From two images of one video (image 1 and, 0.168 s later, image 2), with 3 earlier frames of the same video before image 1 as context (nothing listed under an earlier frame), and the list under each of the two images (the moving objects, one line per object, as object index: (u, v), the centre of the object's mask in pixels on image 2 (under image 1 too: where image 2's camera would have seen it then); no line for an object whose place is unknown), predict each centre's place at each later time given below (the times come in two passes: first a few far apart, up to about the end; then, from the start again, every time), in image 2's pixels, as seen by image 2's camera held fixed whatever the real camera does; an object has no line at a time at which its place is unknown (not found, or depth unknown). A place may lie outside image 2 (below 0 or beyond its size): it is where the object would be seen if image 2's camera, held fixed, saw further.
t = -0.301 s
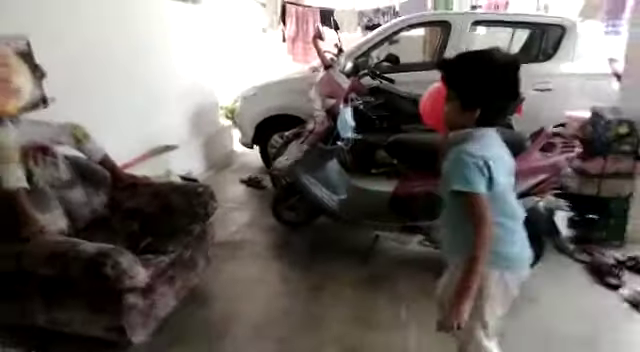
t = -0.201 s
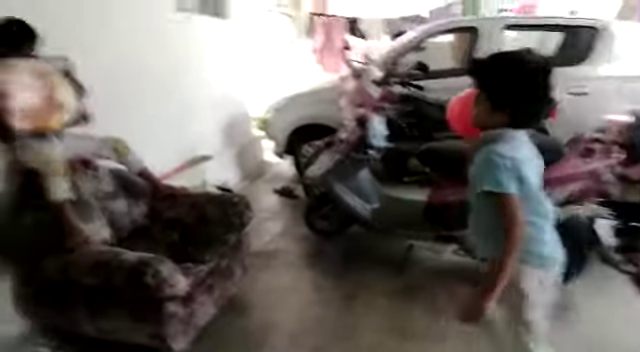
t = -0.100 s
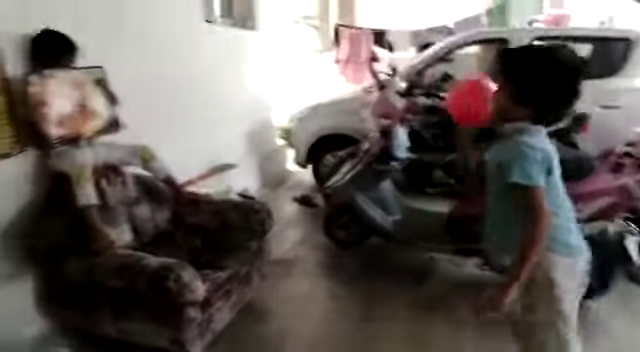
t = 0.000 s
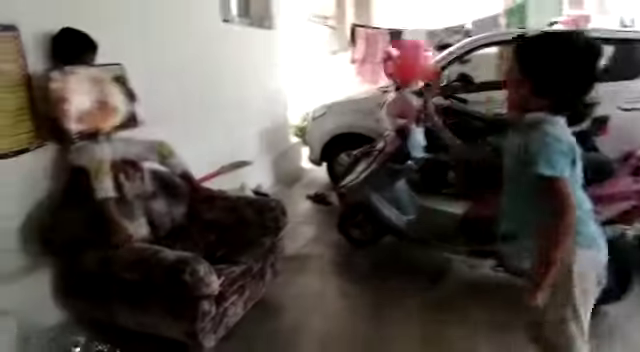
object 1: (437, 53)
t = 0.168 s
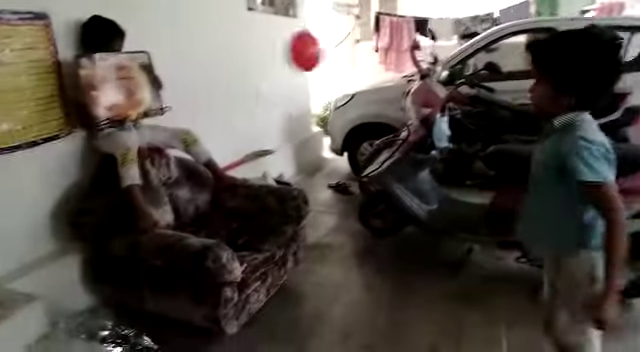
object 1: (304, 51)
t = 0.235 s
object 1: (268, 68)
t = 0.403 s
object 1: (194, 139)
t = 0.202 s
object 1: (285, 58)
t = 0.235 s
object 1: (268, 68)
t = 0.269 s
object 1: (251, 80)
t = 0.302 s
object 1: (235, 93)
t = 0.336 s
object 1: (220, 107)
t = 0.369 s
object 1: (207, 122)
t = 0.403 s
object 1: (194, 139)
